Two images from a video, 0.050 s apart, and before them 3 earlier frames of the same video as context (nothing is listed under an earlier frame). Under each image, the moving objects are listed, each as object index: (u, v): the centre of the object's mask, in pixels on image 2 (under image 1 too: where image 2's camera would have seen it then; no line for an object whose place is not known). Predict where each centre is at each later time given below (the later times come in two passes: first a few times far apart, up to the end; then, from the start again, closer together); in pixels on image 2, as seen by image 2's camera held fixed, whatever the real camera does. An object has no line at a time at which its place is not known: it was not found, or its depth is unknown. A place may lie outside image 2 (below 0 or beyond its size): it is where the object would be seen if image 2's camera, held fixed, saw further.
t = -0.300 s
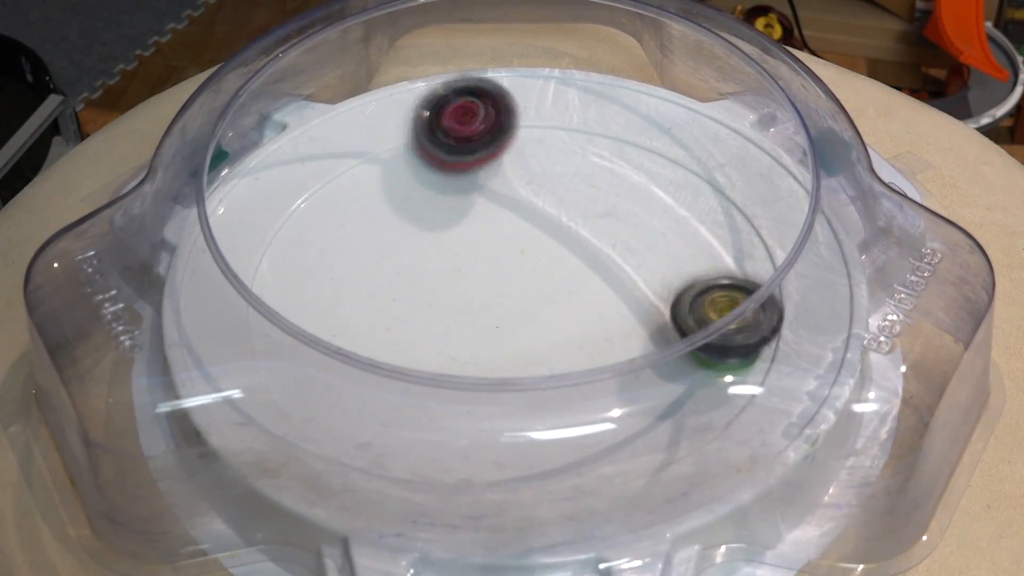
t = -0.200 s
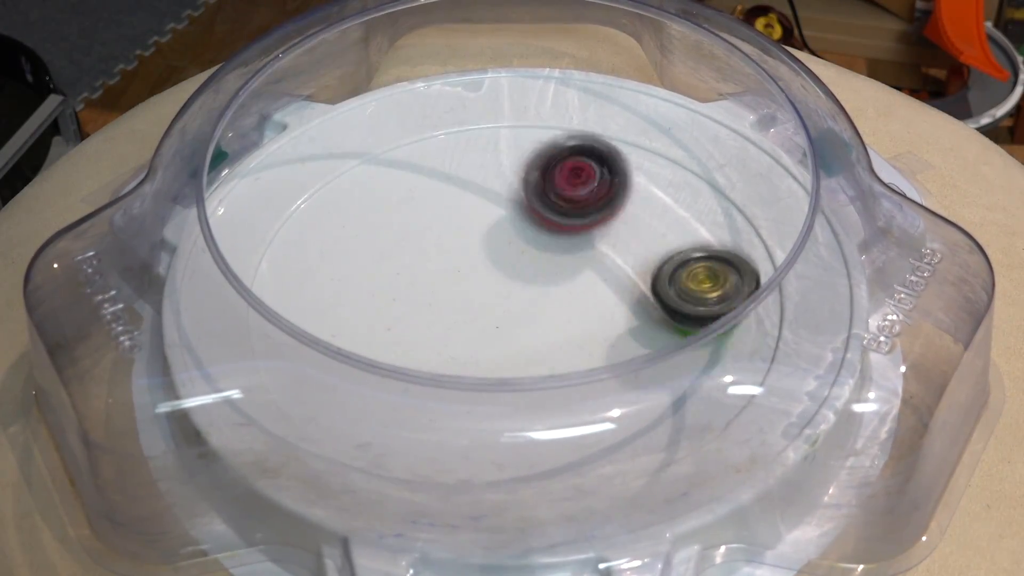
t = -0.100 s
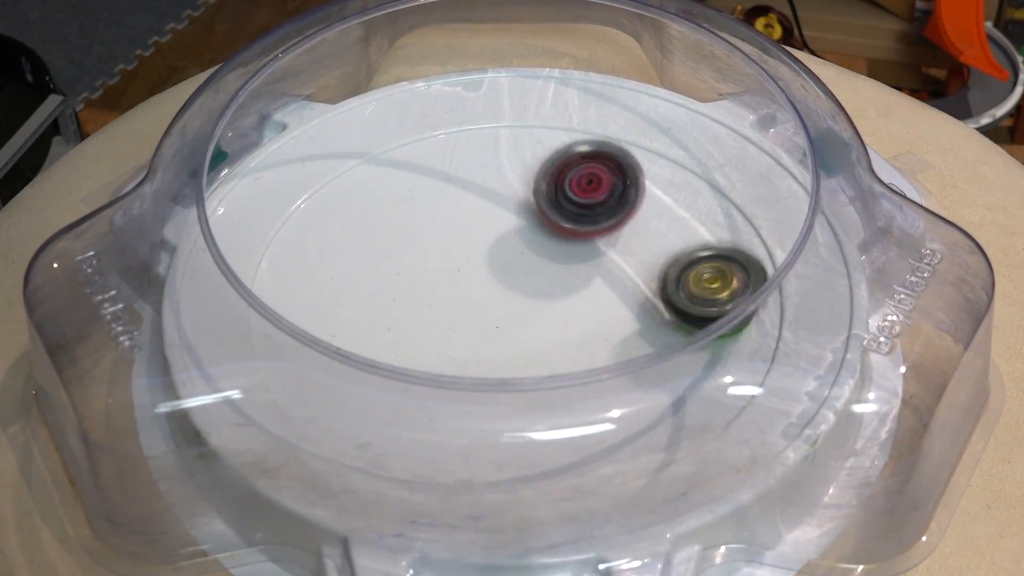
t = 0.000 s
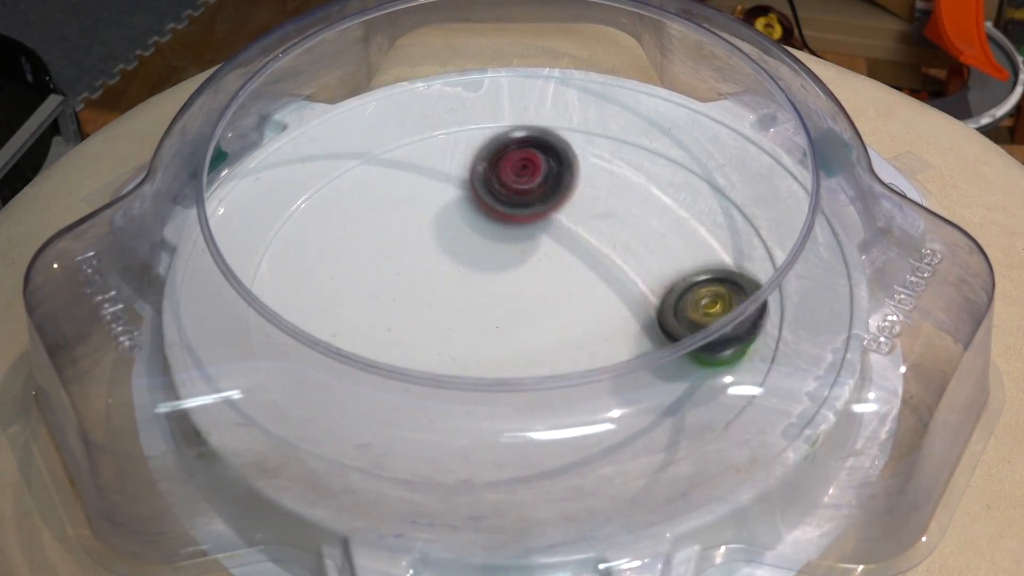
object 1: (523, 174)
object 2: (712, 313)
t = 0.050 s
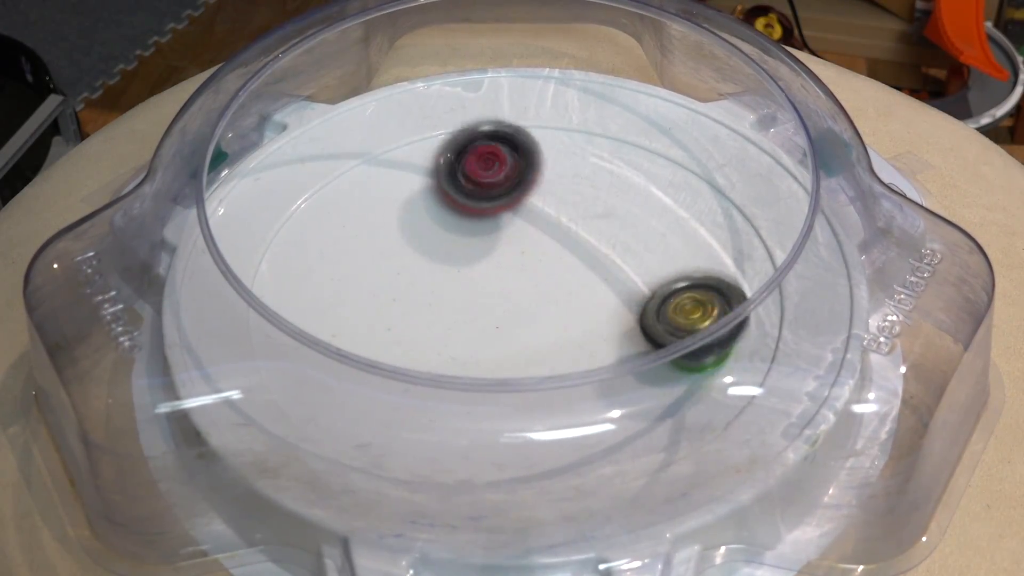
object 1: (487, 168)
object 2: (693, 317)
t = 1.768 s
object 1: (514, 309)
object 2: (433, 392)
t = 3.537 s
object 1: (587, 330)
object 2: (471, 256)
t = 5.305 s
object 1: (504, 252)
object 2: (648, 308)
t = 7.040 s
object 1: (559, 271)
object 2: (453, 321)
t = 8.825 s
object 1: (582, 265)
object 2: (402, 297)
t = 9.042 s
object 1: (539, 296)
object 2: (417, 288)
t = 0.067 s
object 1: (476, 167)
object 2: (685, 317)
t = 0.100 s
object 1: (455, 164)
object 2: (661, 313)
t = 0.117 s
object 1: (445, 168)
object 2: (652, 313)
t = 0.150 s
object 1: (428, 167)
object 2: (631, 313)
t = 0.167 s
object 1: (421, 170)
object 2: (621, 313)
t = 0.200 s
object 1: (412, 178)
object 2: (600, 309)
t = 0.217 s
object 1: (410, 180)
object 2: (589, 306)
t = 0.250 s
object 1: (408, 196)
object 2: (566, 300)
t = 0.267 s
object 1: (408, 211)
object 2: (556, 298)
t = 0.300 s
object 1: (417, 216)
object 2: (535, 294)
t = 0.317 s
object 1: (423, 224)
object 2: (526, 292)
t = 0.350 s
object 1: (420, 242)
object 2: (522, 296)
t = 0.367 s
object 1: (412, 238)
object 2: (526, 301)
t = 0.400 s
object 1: (397, 235)
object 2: (532, 313)
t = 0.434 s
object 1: (384, 248)
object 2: (536, 325)
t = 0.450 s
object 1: (383, 238)
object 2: (539, 330)
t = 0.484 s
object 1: (380, 227)
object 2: (543, 337)
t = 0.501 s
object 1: (379, 228)
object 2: (547, 340)
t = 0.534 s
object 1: (379, 245)
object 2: (553, 344)
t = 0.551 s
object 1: (380, 256)
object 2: (555, 346)
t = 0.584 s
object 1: (393, 246)
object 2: (561, 358)
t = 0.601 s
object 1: (401, 246)
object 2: (562, 362)
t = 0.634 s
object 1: (417, 261)
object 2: (565, 366)
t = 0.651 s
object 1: (425, 274)
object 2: (567, 369)
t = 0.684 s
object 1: (451, 261)
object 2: (569, 371)
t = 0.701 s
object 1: (463, 258)
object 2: (570, 373)
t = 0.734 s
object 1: (489, 267)
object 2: (571, 374)
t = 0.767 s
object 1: (516, 286)
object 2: (572, 373)
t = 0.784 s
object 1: (526, 287)
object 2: (573, 372)
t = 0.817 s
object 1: (546, 289)
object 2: (573, 370)
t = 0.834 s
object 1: (552, 287)
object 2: (576, 374)
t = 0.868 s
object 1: (559, 278)
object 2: (584, 386)
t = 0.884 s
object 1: (562, 275)
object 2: (587, 387)
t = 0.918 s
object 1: (565, 277)
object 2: (595, 389)
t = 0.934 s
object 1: (562, 263)
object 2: (598, 389)
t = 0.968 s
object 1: (553, 246)
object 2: (606, 387)
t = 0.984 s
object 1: (548, 244)
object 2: (607, 387)
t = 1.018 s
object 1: (539, 253)
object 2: (610, 381)
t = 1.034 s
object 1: (534, 264)
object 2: (609, 379)
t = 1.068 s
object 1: (527, 248)
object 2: (602, 365)
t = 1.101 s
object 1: (519, 236)
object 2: (597, 354)
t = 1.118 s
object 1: (516, 236)
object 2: (593, 342)
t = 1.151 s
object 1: (510, 249)
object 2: (581, 337)
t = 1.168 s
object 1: (505, 245)
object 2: (573, 336)
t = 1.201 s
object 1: (498, 236)
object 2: (555, 330)
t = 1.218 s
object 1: (494, 236)
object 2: (545, 328)
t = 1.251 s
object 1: (482, 231)
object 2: (532, 331)
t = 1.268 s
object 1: (475, 226)
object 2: (528, 335)
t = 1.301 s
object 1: (460, 228)
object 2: (521, 340)
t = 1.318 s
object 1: (453, 220)
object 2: (516, 341)
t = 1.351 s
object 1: (438, 203)
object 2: (506, 345)
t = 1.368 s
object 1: (430, 201)
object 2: (501, 348)
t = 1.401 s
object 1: (418, 209)
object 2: (489, 350)
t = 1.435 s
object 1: (415, 207)
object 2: (477, 351)
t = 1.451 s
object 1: (414, 210)
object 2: (470, 350)
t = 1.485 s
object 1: (411, 227)
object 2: (456, 359)
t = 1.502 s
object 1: (412, 229)
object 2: (449, 359)
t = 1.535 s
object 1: (416, 246)
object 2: (439, 358)
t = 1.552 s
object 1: (421, 256)
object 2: (434, 357)
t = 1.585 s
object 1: (436, 271)
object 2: (426, 356)
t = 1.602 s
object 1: (443, 277)
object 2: (421, 359)
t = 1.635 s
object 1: (458, 282)
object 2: (414, 371)
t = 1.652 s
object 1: (467, 285)
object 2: (415, 373)
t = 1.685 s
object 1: (483, 292)
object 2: (414, 386)
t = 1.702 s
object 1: (490, 298)
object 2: (415, 389)
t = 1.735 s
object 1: (501, 305)
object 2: (423, 393)
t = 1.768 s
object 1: (514, 309)
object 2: (433, 392)
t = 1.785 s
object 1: (521, 314)
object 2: (439, 391)
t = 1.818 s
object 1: (530, 316)
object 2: (450, 391)
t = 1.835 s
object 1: (532, 315)
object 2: (454, 377)
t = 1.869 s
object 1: (552, 301)
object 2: (446, 391)
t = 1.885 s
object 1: (563, 300)
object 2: (445, 390)
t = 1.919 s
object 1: (578, 286)
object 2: (443, 376)
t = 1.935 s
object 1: (584, 285)
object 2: (443, 377)
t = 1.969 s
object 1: (593, 275)
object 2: (442, 372)
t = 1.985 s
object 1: (595, 271)
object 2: (443, 368)
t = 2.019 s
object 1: (599, 269)
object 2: (445, 360)
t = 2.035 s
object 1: (599, 264)
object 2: (447, 348)
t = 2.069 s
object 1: (600, 269)
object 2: (451, 344)
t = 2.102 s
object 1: (598, 265)
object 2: (454, 338)
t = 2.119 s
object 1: (595, 269)
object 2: (454, 335)
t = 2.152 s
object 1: (591, 276)
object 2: (454, 328)
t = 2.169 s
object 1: (591, 280)
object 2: (454, 324)
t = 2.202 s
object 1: (588, 290)
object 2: (453, 314)
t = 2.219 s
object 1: (586, 294)
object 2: (452, 309)
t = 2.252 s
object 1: (584, 302)
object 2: (449, 297)
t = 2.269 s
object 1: (583, 307)
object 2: (446, 292)
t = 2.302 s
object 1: (576, 318)
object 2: (442, 284)
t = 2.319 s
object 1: (573, 321)
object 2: (440, 279)
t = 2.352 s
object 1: (570, 327)
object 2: (434, 270)
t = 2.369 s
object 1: (567, 328)
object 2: (430, 268)
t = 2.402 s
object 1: (559, 328)
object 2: (422, 261)
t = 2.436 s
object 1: (548, 327)
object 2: (415, 257)
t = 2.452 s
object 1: (541, 326)
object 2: (412, 255)
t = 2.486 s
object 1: (531, 320)
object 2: (407, 254)
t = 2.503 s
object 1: (528, 316)
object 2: (404, 254)
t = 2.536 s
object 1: (521, 310)
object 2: (400, 257)
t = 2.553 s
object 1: (518, 306)
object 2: (400, 259)
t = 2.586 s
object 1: (515, 301)
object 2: (401, 263)
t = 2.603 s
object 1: (512, 299)
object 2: (402, 267)
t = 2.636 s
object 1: (513, 297)
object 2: (402, 271)
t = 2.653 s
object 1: (519, 297)
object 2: (401, 272)
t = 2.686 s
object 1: (528, 299)
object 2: (402, 277)
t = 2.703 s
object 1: (534, 298)
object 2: (403, 279)
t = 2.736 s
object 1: (545, 296)
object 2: (407, 285)
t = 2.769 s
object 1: (549, 292)
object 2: (413, 290)
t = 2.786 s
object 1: (551, 291)
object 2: (416, 291)
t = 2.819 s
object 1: (549, 289)
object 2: (424, 293)
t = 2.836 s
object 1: (547, 289)
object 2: (430, 293)
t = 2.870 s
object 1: (556, 290)
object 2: (435, 291)
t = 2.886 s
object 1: (562, 292)
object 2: (435, 289)
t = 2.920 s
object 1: (574, 295)
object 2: (441, 285)
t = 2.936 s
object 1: (580, 297)
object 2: (444, 282)
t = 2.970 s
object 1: (586, 299)
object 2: (450, 275)
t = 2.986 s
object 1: (590, 299)
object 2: (452, 272)
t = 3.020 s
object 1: (594, 300)
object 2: (458, 268)
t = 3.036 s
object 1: (594, 298)
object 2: (461, 266)
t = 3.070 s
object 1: (595, 296)
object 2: (467, 265)
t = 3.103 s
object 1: (587, 290)
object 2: (473, 264)
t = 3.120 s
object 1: (584, 289)
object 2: (475, 264)
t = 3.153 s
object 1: (580, 286)
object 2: (469, 262)
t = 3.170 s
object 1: (579, 286)
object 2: (466, 260)
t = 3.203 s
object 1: (579, 286)
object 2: (464, 258)
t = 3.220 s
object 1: (577, 287)
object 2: (465, 257)
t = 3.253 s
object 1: (580, 288)
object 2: (468, 255)
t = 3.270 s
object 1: (579, 291)
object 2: (469, 255)
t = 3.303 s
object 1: (578, 296)
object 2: (469, 257)
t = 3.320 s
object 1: (578, 299)
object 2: (469, 258)
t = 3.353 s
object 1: (572, 305)
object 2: (470, 262)
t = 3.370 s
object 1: (572, 308)
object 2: (471, 264)
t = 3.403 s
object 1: (566, 314)
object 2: (471, 267)
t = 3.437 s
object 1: (565, 317)
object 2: (472, 270)
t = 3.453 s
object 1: (564, 319)
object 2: (474, 271)
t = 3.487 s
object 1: (575, 323)
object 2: (474, 267)
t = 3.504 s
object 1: (580, 325)
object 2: (474, 263)
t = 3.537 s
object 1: (587, 330)
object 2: (471, 256)
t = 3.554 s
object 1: (589, 330)
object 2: (469, 253)
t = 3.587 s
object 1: (586, 333)
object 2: (468, 249)
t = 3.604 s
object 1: (585, 334)
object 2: (468, 248)
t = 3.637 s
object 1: (575, 337)
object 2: (470, 246)
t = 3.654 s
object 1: (569, 339)
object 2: (470, 245)
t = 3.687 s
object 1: (550, 341)
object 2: (473, 245)
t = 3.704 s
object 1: (539, 340)
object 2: (474, 246)
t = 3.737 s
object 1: (520, 338)
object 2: (480, 249)
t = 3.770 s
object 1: (503, 334)
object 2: (484, 251)
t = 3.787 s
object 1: (495, 334)
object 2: (486, 251)
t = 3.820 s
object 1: (480, 338)
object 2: (493, 247)
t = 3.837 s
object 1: (474, 340)
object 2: (498, 243)
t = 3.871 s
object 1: (464, 342)
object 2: (502, 236)
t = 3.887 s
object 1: (461, 343)
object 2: (504, 233)
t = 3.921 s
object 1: (452, 343)
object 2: (508, 232)
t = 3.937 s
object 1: (451, 343)
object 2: (511, 232)
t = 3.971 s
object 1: (444, 340)
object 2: (513, 233)
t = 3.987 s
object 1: (443, 338)
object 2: (515, 235)
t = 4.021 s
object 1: (439, 332)
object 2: (517, 240)
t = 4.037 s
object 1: (442, 328)
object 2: (519, 242)
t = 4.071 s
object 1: (444, 315)
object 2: (516, 248)
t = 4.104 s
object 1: (440, 310)
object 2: (522, 247)
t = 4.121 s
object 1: (435, 308)
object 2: (529, 244)
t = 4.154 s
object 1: (430, 304)
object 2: (538, 238)
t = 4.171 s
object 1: (427, 302)
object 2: (541, 235)
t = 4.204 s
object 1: (427, 299)
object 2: (548, 229)
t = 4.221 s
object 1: (426, 297)
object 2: (552, 225)
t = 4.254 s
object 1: (429, 295)
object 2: (554, 219)
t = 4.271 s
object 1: (430, 293)
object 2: (554, 216)
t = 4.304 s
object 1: (434, 292)
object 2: (555, 215)
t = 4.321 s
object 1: (437, 291)
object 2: (553, 214)
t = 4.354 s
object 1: (443, 291)
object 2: (550, 216)
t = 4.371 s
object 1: (446, 290)
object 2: (549, 219)
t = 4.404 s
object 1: (452, 291)
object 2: (545, 223)
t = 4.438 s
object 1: (461, 292)
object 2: (540, 230)
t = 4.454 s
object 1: (462, 293)
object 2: (538, 234)
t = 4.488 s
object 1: (447, 312)
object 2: (553, 224)
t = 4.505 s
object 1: (437, 322)
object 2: (560, 218)
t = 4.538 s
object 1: (428, 334)
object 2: (572, 213)
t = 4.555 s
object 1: (424, 337)
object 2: (576, 210)
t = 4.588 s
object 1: (421, 352)
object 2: (581, 208)
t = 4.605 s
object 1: (418, 355)
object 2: (583, 208)
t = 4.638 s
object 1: (416, 362)
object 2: (584, 209)
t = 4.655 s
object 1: (414, 363)
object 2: (584, 211)
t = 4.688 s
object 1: (411, 363)
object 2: (583, 217)
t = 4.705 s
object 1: (411, 362)
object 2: (583, 219)
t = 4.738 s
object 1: (408, 354)
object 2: (577, 227)
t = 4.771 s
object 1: (409, 340)
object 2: (573, 235)
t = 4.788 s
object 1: (409, 337)
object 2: (571, 239)
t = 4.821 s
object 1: (410, 330)
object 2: (564, 249)
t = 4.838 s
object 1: (414, 325)
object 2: (561, 254)
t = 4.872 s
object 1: (418, 311)
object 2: (557, 263)
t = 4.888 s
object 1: (422, 304)
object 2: (554, 268)
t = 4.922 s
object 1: (428, 291)
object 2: (552, 276)
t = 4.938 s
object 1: (431, 284)
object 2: (552, 280)
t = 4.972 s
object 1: (437, 274)
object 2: (557, 290)
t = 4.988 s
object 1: (427, 268)
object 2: (571, 293)
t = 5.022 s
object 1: (415, 256)
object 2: (595, 301)
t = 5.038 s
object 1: (411, 250)
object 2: (606, 305)
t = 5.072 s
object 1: (407, 242)
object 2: (626, 309)
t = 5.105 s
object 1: (408, 240)
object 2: (639, 309)
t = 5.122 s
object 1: (410, 237)
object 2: (646, 310)
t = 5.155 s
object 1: (416, 236)
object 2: (658, 310)
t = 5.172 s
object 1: (423, 236)
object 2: (660, 310)
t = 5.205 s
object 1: (439, 237)
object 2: (666, 308)
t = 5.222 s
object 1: (448, 241)
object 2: (665, 307)
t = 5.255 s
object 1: (472, 245)
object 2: (661, 306)
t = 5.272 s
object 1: (482, 247)
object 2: (659, 306)
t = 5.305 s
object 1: (504, 252)
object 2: (648, 308)
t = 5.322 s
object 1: (516, 253)
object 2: (643, 309)
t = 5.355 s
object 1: (535, 257)
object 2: (630, 311)
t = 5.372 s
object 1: (543, 258)
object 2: (627, 312)
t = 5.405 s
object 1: (542, 251)
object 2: (631, 316)
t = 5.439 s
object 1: (537, 245)
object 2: (632, 320)
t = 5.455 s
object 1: (533, 241)
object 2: (633, 323)
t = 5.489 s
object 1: (527, 241)
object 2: (633, 326)
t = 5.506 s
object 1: (523, 242)
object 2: (633, 327)
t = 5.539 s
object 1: (517, 247)
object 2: (634, 330)
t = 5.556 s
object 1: (517, 250)
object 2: (632, 341)
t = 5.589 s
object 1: (512, 259)
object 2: (629, 344)
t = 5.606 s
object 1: (509, 266)
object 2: (629, 345)
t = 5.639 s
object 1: (505, 276)
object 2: (623, 346)
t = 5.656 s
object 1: (502, 281)
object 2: (621, 347)
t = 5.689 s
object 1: (500, 292)
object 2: (613, 348)
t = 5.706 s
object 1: (502, 297)
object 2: (609, 350)
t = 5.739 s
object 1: (503, 306)
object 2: (601, 353)
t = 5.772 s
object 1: (485, 301)
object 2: (607, 362)
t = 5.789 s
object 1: (477, 296)
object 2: (612, 366)
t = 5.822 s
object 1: (462, 289)
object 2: (613, 367)
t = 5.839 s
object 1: (454, 283)
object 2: (616, 380)
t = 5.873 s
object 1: (443, 272)
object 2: (612, 380)
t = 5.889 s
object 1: (440, 267)
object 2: (609, 382)
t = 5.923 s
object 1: (435, 255)
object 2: (598, 369)
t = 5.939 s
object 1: (434, 250)
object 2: (597, 368)
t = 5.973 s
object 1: (435, 242)
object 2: (588, 364)
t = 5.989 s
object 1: (438, 238)
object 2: (582, 360)
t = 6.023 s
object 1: (443, 233)
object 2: (571, 346)
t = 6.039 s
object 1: (445, 232)
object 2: (561, 345)
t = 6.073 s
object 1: (452, 231)
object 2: (550, 341)
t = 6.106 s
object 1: (461, 231)
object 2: (536, 338)
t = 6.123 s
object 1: (466, 231)
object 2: (529, 336)
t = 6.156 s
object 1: (475, 234)
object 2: (515, 332)
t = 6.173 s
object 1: (480, 236)
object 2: (509, 330)
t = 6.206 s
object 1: (489, 236)
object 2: (495, 332)
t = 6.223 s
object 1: (493, 229)
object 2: (491, 335)
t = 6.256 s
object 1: (500, 217)
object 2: (479, 341)
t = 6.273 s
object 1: (503, 212)
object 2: (474, 342)
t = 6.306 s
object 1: (508, 205)
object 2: (461, 346)
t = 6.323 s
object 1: (509, 202)
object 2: (454, 347)
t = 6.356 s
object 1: (511, 200)
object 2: (447, 349)
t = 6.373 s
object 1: (513, 201)
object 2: (439, 357)
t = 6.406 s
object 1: (514, 204)
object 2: (439, 348)
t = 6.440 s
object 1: (513, 211)
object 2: (435, 345)
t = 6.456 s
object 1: (511, 216)
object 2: (436, 345)
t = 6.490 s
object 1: (510, 227)
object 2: (435, 341)
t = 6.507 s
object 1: (510, 234)
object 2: (436, 339)
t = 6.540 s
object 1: (509, 248)
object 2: (437, 336)
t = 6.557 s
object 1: (507, 256)
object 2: (436, 334)
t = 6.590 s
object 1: (516, 263)
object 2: (432, 332)
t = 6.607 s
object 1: (530, 260)
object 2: (424, 333)
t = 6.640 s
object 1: (552, 255)
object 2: (415, 333)
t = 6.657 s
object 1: (561, 254)
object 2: (408, 334)
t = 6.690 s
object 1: (579, 251)
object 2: (399, 335)
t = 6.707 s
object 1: (588, 251)
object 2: (393, 335)
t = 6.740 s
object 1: (601, 251)
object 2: (387, 335)
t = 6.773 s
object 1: (610, 251)
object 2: (383, 334)
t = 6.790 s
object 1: (612, 250)
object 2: (384, 334)
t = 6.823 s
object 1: (615, 251)
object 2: (387, 334)
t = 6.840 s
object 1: (617, 253)
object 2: (391, 334)
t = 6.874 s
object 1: (614, 255)
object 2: (398, 333)
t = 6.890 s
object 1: (611, 255)
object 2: (404, 333)
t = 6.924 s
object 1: (604, 258)
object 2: (415, 331)
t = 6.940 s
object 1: (599, 261)
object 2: (421, 330)
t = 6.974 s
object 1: (587, 264)
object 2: (433, 330)
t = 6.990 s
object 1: (581, 265)
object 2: (438, 327)
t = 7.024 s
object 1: (567, 269)
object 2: (449, 325)
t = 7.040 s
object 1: (559, 271)
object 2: (453, 321)
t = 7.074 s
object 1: (562, 264)
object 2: (445, 320)
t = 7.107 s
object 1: (582, 249)
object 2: (419, 325)
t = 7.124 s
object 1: (591, 242)
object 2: (410, 325)
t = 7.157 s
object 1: (603, 230)
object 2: (394, 326)
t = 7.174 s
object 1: (607, 227)
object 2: (387, 326)
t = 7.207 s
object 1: (613, 221)
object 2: (382, 327)
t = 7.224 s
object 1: (613, 219)
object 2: (378, 327)
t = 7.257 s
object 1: (612, 220)
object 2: (379, 327)
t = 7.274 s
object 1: (611, 220)
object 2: (380, 327)
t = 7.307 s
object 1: (606, 226)
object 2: (383, 325)
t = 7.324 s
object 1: (602, 231)
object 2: (389, 326)
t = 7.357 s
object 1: (595, 240)
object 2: (394, 324)
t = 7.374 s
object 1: (590, 247)
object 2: (401, 322)
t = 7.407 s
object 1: (583, 258)
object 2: (412, 320)
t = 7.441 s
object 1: (576, 268)
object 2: (423, 314)
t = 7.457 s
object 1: (575, 274)
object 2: (432, 311)
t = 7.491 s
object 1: (568, 283)
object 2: (442, 306)
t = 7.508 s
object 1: (565, 284)
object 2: (451, 303)
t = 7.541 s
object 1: (586, 286)
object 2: (436, 300)
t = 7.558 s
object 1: (596, 285)
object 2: (427, 296)
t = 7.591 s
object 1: (618, 282)
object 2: (414, 293)
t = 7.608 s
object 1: (626, 283)
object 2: (412, 293)
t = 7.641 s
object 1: (638, 280)
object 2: (405, 292)
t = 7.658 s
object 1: (645, 279)
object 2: (403, 292)
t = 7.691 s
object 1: (649, 276)
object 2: (404, 293)
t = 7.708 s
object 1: (650, 273)
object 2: (403, 293)
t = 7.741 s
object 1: (646, 270)
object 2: (402, 293)
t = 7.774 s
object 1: (638, 266)
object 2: (405, 293)
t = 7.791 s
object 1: (632, 265)
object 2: (405, 293)
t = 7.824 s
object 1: (619, 263)
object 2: (406, 292)
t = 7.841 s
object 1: (610, 261)
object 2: (409, 292)
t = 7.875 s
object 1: (593, 260)
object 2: (413, 292)
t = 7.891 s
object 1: (584, 259)
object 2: (413, 292)
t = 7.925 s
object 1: (565, 260)
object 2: (419, 291)
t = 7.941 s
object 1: (557, 260)
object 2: (423, 291)
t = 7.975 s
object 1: (537, 263)
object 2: (426, 291)
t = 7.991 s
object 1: (534, 262)
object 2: (423, 292)
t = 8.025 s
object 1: (542, 257)
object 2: (408, 296)
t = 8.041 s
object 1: (544, 256)
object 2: (401, 299)
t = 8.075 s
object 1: (550, 253)
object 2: (391, 302)
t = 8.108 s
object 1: (552, 255)
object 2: (389, 304)
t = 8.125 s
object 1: (554, 256)
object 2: (390, 306)
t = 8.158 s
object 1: (555, 260)
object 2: (390, 309)
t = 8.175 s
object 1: (555, 263)
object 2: (392, 310)
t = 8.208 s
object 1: (556, 267)
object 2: (400, 311)
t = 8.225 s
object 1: (555, 273)
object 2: (404, 312)
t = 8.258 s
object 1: (556, 277)
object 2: (410, 313)
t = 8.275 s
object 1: (556, 285)
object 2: (412, 311)
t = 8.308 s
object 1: (559, 287)
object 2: (424, 311)
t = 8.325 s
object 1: (560, 293)
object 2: (428, 312)
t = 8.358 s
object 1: (561, 293)
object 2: (435, 309)
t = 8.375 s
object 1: (563, 297)
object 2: (440, 309)
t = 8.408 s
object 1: (564, 295)
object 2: (446, 307)
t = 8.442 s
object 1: (573, 291)
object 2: (445, 305)
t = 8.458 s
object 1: (576, 291)
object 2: (443, 304)
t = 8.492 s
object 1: (580, 286)
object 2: (443, 302)
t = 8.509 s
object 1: (582, 286)
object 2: (445, 300)
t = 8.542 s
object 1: (579, 281)
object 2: (447, 300)
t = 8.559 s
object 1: (578, 280)
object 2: (448, 298)
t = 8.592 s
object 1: (571, 277)
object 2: (449, 296)
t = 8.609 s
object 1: (568, 277)
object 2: (450, 294)
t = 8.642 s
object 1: (566, 273)
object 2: (446, 294)
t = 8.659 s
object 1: (574, 270)
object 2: (436, 294)
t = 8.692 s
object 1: (583, 265)
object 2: (420, 296)
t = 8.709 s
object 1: (588, 263)
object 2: (414, 297)
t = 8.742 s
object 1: (589, 261)
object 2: (408, 297)
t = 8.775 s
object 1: (590, 263)
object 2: (406, 298)
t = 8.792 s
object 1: (587, 261)
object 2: (404, 298)
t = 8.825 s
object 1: (582, 265)
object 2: (402, 297)
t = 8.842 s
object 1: (576, 265)
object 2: (401, 296)
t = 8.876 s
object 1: (569, 269)
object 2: (403, 294)
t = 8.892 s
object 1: (563, 272)
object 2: (405, 294)
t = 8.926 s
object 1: (557, 276)
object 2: (405, 293)
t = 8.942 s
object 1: (552, 282)
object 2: (406, 292)
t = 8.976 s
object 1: (548, 284)
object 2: (408, 291)
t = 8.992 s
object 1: (543, 291)
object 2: (409, 290)
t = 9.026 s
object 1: (542, 291)
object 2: (415, 288)
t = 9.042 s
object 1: (539, 296)
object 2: (417, 288)
